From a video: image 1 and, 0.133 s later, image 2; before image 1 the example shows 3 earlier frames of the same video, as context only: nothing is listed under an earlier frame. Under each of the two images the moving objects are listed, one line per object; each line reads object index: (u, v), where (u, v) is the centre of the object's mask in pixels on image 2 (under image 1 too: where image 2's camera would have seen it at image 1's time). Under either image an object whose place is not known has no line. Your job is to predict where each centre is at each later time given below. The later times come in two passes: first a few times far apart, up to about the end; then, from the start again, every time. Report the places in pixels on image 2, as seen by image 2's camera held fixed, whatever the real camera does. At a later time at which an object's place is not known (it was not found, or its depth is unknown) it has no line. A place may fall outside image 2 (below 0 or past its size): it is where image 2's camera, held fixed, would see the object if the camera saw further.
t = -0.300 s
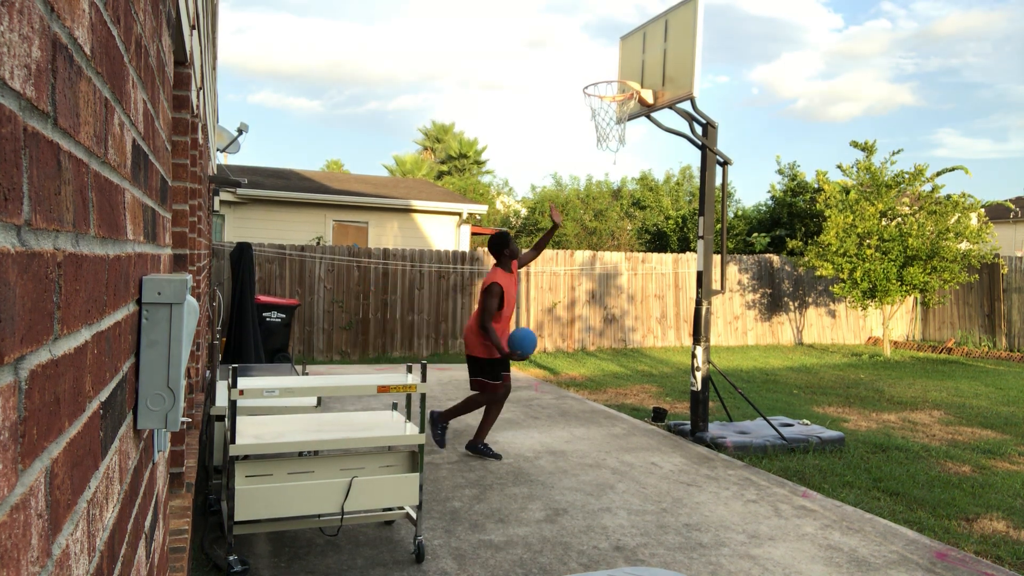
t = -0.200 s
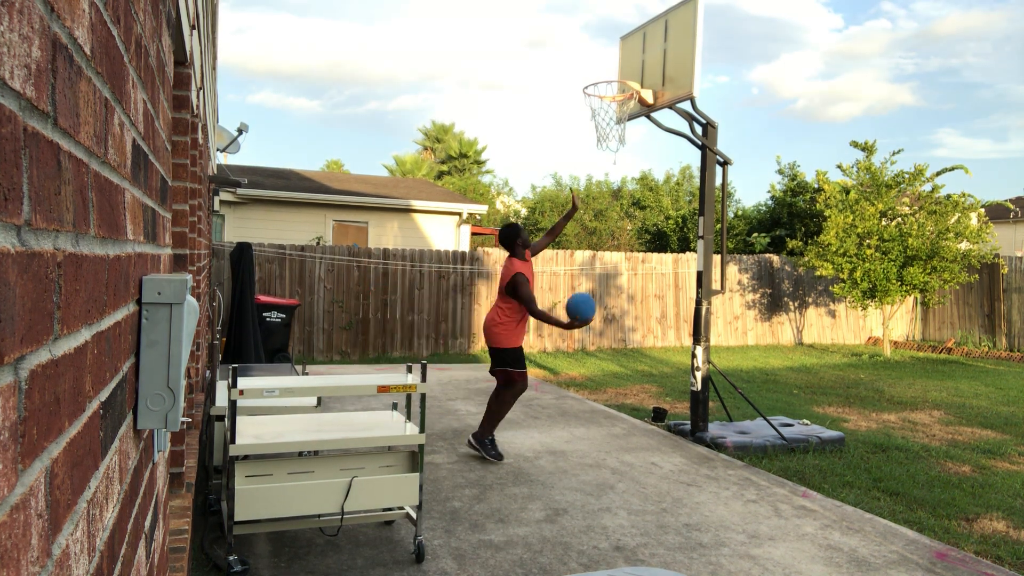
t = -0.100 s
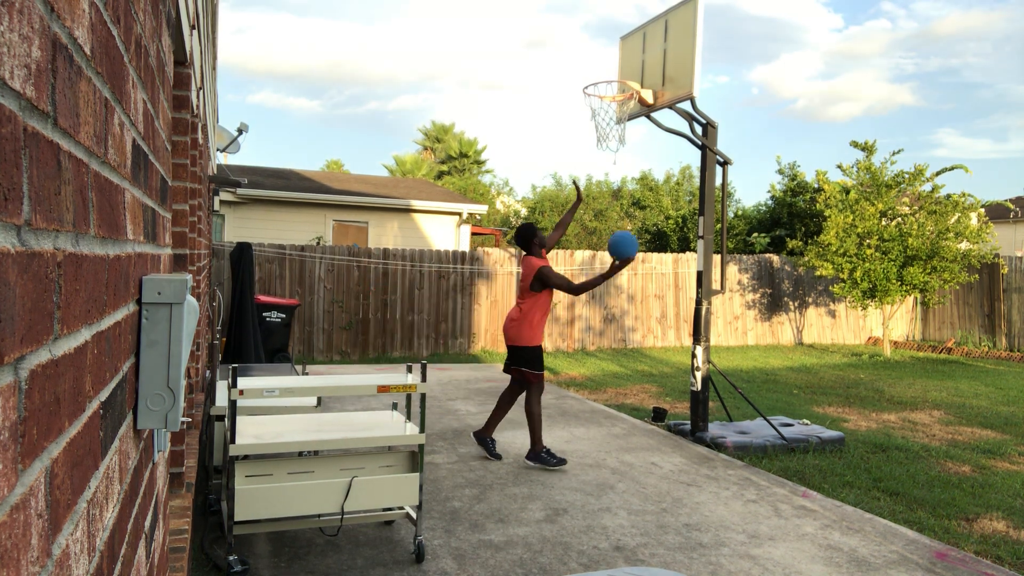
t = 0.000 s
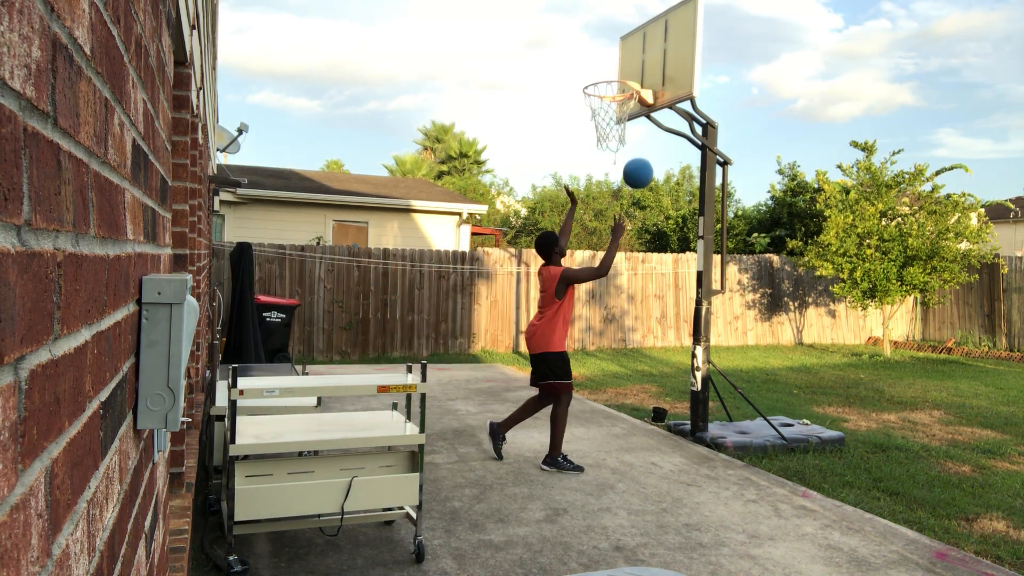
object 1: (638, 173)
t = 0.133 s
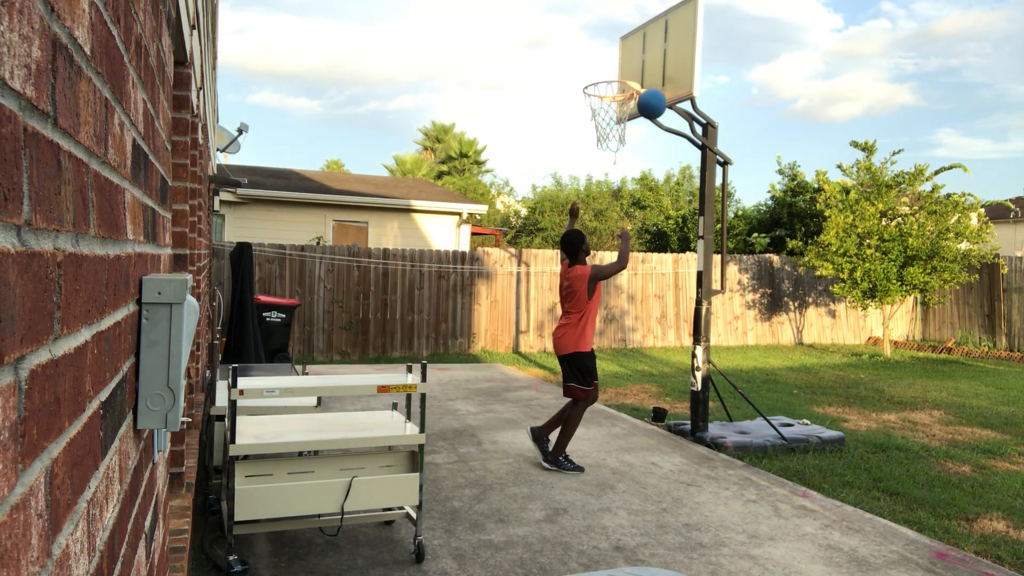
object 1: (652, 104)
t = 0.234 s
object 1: (661, 71)
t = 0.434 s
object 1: (652, 48)
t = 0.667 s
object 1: (618, 79)
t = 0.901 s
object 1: (592, 155)
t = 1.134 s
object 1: (573, 266)
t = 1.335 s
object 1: (555, 399)
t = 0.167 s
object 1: (654, 91)
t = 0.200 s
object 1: (658, 80)
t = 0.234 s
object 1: (661, 71)
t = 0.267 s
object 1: (664, 63)
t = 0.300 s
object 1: (667, 58)
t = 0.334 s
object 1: (667, 54)
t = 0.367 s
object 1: (662, 51)
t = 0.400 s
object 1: (657, 49)
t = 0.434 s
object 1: (652, 48)
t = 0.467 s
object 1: (647, 48)
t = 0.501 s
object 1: (643, 50)
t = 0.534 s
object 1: (638, 53)
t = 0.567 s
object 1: (633, 58)
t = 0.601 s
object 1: (628, 64)
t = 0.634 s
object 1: (623, 70)
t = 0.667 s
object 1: (618, 79)
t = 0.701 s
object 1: (613, 90)
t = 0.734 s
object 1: (608, 99)
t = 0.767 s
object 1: (603, 111)
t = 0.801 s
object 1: (600, 123)
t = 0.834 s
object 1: (597, 133)
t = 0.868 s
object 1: (595, 144)
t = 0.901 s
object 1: (592, 155)
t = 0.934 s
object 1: (590, 168)
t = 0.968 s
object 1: (587, 182)
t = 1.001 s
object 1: (584, 196)
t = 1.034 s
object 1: (581, 212)
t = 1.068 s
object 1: (578, 229)
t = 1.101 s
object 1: (575, 246)
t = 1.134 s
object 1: (573, 266)
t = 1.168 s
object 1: (570, 286)
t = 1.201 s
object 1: (567, 307)
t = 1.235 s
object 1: (564, 328)
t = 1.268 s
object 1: (561, 351)
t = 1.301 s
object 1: (557, 375)
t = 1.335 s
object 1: (555, 399)
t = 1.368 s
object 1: (552, 425)
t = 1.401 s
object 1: (555, 403)
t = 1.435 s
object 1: (559, 381)
